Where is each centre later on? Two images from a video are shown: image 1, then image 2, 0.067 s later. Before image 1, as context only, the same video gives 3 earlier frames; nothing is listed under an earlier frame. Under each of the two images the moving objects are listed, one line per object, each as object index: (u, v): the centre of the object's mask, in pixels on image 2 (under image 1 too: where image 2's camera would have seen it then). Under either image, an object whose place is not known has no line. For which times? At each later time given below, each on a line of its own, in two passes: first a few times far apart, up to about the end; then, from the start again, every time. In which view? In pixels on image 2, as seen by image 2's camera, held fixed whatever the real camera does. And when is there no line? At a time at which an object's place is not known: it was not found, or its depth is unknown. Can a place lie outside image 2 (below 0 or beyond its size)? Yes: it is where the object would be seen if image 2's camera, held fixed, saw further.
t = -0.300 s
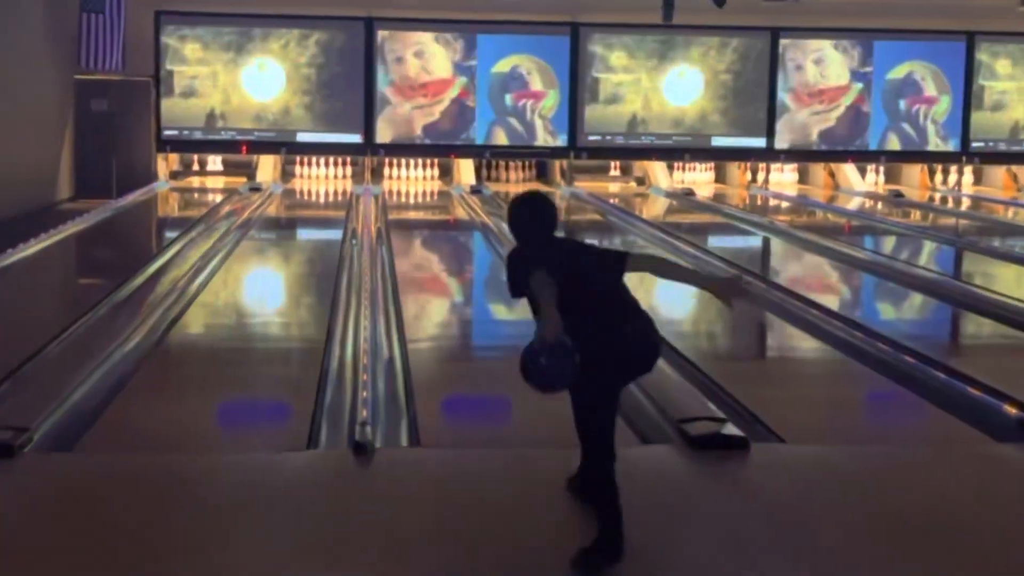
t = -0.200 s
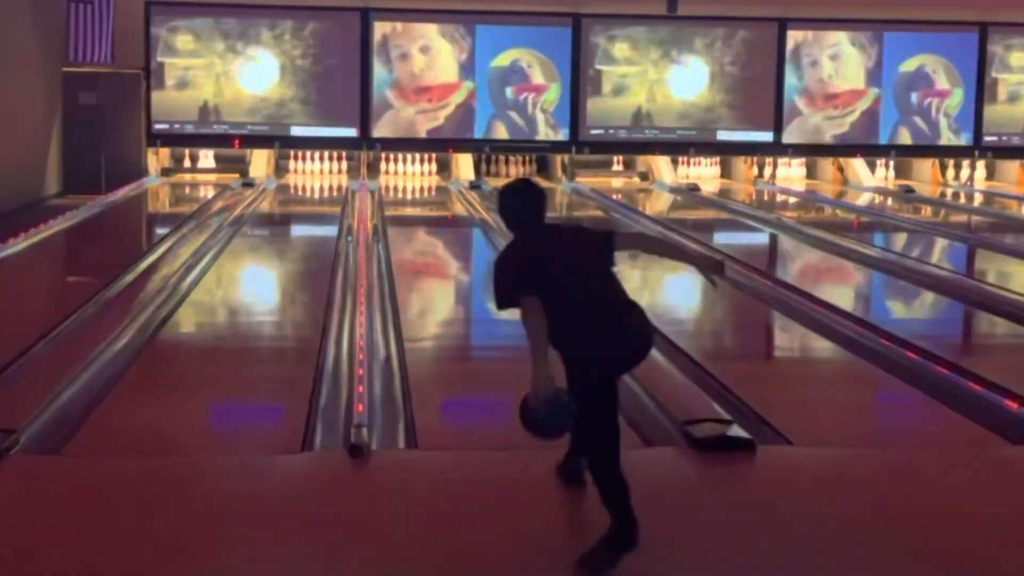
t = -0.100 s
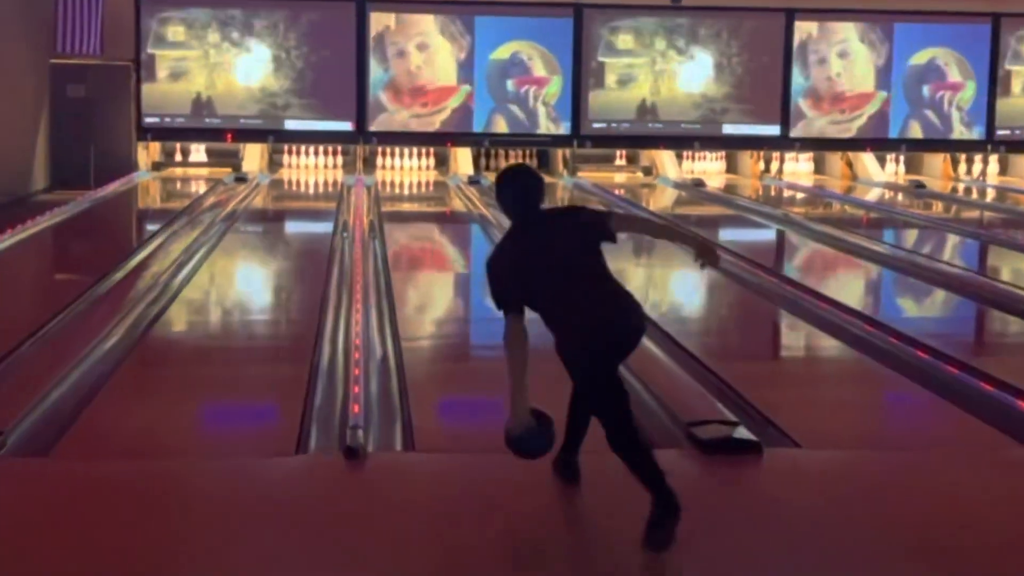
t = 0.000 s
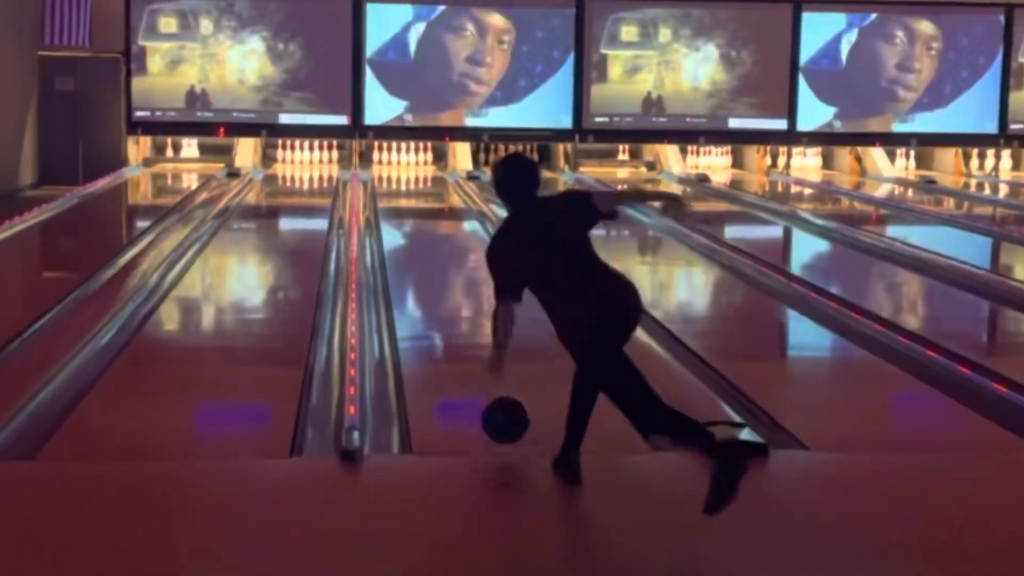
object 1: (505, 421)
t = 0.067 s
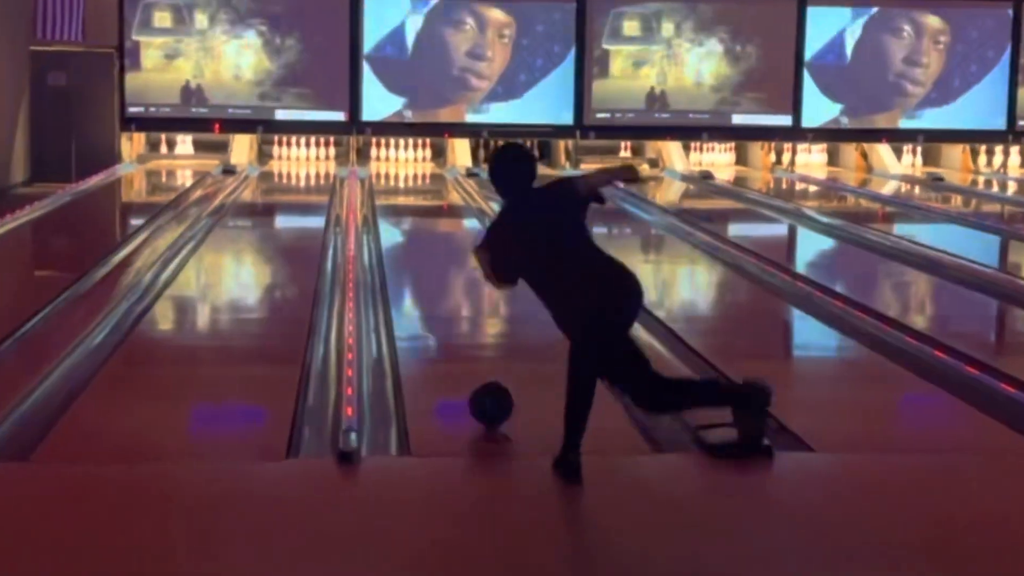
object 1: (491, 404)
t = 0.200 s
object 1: (470, 363)
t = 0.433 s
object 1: (442, 311)
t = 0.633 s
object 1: (426, 278)
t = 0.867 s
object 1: (413, 251)
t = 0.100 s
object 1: (485, 394)
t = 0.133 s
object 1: (480, 383)
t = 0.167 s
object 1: (475, 373)
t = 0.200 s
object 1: (470, 363)
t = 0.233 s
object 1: (465, 355)
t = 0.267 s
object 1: (460, 346)
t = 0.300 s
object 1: (457, 339)
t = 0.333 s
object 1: (453, 331)
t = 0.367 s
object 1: (449, 325)
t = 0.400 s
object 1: (446, 318)
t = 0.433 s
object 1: (442, 311)
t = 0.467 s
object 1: (439, 305)
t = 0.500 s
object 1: (436, 298)
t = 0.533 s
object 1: (433, 292)
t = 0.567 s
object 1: (430, 288)
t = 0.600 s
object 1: (428, 283)
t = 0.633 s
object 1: (426, 278)
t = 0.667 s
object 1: (424, 274)
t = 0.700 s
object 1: (422, 269)
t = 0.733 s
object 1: (420, 265)
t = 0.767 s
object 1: (418, 261)
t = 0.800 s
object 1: (416, 258)
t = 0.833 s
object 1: (415, 255)
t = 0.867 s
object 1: (413, 251)
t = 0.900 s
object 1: (412, 248)
